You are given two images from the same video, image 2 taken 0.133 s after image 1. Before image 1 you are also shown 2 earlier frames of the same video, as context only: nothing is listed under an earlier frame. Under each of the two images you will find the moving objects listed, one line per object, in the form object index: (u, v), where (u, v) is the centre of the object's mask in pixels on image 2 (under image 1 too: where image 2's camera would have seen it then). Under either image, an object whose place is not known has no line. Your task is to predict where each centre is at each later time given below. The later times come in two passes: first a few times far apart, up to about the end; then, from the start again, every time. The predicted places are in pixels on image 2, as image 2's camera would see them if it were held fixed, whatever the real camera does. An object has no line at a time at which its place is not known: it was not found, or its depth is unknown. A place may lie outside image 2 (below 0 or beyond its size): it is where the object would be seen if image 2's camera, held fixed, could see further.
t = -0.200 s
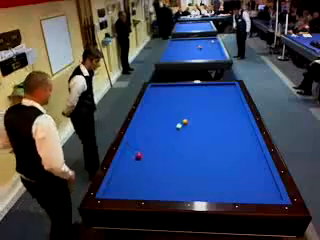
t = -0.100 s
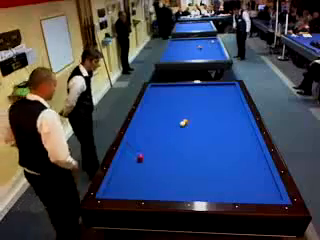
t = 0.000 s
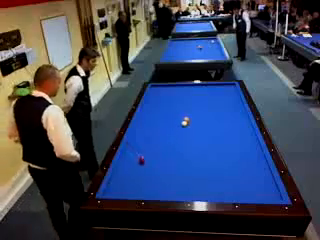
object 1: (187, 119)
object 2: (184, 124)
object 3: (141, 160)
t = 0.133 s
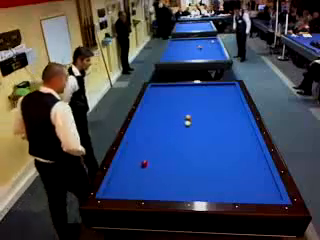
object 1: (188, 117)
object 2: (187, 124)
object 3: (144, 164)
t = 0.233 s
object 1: (188, 116)
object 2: (188, 122)
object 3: (145, 165)
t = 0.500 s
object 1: (192, 113)
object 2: (194, 122)
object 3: (150, 171)
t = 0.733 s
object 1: (195, 110)
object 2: (198, 121)
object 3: (154, 176)
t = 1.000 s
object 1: (198, 108)
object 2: (203, 121)
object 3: (158, 182)
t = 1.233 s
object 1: (200, 105)
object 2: (206, 120)
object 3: (163, 187)
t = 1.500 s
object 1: (201, 101)
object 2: (210, 119)
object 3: (168, 192)
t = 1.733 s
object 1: (202, 99)
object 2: (214, 119)
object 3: (172, 193)
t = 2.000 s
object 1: (204, 96)
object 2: (217, 118)
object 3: (176, 191)
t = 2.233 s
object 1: (205, 94)
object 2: (220, 118)
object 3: (179, 189)
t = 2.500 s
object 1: (206, 92)
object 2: (222, 117)
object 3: (182, 186)
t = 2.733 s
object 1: (208, 90)
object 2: (224, 117)
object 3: (184, 184)
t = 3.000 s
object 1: (210, 89)
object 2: (227, 116)
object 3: (187, 181)
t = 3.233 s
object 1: (210, 87)
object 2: (229, 116)
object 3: (189, 180)
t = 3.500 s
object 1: (211, 86)
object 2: (231, 116)
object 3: (191, 178)
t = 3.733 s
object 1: (212, 84)
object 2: (232, 115)
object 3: (193, 177)
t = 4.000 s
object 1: (213, 84)
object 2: (233, 115)
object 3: (194, 175)
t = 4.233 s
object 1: (214, 85)
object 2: (234, 115)
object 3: (196, 174)
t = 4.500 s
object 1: (214, 86)
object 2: (235, 115)
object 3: (197, 173)
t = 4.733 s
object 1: (215, 86)
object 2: (236, 115)
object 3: (197, 172)
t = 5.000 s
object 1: (215, 86)
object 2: (236, 115)
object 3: (198, 171)
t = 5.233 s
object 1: (216, 87)
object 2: (236, 115)
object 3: (199, 171)
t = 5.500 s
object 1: (217, 88)
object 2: (236, 114)
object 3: (199, 170)
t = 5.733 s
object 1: (217, 88)
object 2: (236, 114)
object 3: (199, 170)
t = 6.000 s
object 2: (236, 114)
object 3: (200, 170)
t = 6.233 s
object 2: (236, 115)
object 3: (199, 170)
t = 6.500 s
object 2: (236, 114)
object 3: (199, 170)
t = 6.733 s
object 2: (236, 114)
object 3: (199, 170)
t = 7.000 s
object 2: (236, 114)
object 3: (199, 170)
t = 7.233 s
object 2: (236, 114)
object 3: (199, 170)
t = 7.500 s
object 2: (236, 114)
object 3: (199, 170)
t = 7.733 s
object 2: (236, 114)
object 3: (200, 169)
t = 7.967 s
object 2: (236, 114)
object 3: (200, 169)
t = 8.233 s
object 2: (236, 114)
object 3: (200, 169)
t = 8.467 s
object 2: (236, 114)
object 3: (200, 169)
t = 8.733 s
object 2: (236, 114)
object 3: (200, 169)
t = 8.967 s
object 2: (236, 114)
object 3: (200, 169)
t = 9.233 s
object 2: (236, 114)
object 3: (200, 169)
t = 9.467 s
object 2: (236, 114)
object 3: (199, 169)
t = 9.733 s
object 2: (236, 114)
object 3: (200, 169)
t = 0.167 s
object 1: (188, 117)
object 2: (187, 123)
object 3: (144, 164)
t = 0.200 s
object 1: (188, 117)
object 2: (188, 123)
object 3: (145, 165)
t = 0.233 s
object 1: (188, 116)
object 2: (188, 122)
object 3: (145, 165)
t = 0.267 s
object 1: (189, 116)
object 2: (189, 122)
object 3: (145, 166)
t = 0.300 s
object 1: (190, 116)
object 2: (190, 122)
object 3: (146, 166)
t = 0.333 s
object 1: (190, 116)
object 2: (190, 122)
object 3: (147, 168)
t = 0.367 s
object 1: (190, 115)
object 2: (191, 122)
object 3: (148, 168)
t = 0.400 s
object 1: (191, 115)
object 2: (192, 122)
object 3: (148, 169)
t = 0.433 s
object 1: (192, 114)
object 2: (193, 122)
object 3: (149, 169)
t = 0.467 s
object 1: (192, 114)
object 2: (193, 122)
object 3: (149, 170)
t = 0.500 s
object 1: (192, 113)
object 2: (194, 122)
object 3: (150, 171)
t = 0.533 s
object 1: (192, 112)
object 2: (194, 122)
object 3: (151, 171)
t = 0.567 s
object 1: (193, 112)
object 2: (195, 122)
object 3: (151, 172)
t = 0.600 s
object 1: (193, 111)
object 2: (196, 122)
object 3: (152, 173)
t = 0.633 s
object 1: (194, 111)
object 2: (196, 121)
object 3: (152, 173)
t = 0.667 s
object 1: (194, 111)
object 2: (197, 121)
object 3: (153, 174)
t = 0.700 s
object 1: (195, 110)
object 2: (198, 121)
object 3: (153, 175)
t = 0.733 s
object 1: (195, 110)
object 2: (198, 121)
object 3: (154, 176)
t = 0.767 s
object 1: (195, 110)
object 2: (199, 121)
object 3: (154, 176)
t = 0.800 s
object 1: (195, 109)
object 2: (199, 121)
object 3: (155, 177)
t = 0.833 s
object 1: (195, 109)
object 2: (200, 121)
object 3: (155, 178)
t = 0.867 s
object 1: (196, 109)
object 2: (200, 121)
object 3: (156, 179)
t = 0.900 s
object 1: (197, 109)
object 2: (201, 121)
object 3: (156, 180)
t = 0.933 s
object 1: (197, 108)
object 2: (202, 121)
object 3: (158, 181)
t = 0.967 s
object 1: (198, 108)
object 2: (202, 121)
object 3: (158, 181)
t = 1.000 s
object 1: (198, 108)
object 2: (203, 121)
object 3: (158, 182)
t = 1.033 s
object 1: (198, 107)
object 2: (203, 121)
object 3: (159, 183)
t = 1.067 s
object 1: (198, 107)
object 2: (204, 120)
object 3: (159, 183)
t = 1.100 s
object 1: (199, 107)
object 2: (204, 120)
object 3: (160, 184)
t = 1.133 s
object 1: (199, 107)
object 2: (204, 120)
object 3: (161, 185)
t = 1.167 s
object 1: (199, 106)
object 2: (205, 120)
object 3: (161, 186)
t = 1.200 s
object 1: (199, 106)
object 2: (205, 120)
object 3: (162, 186)
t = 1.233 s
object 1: (200, 105)
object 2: (206, 120)
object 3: (163, 187)
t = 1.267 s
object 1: (200, 105)
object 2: (206, 120)
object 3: (163, 188)
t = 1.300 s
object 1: (200, 105)
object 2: (207, 120)
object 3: (164, 188)
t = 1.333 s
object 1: (200, 104)
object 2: (208, 120)
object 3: (164, 189)
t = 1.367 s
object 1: (199, 102)
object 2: (208, 120)
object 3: (165, 189)
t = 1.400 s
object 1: (200, 102)
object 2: (209, 120)
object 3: (166, 190)
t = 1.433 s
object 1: (200, 102)
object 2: (209, 119)
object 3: (166, 191)
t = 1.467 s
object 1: (200, 101)
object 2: (210, 119)
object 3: (167, 191)
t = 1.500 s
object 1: (201, 101)
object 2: (210, 119)
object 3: (168, 192)
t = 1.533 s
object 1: (201, 100)
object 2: (211, 119)
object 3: (168, 193)
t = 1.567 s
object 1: (201, 100)
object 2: (211, 119)
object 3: (169, 194)
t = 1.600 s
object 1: (201, 100)
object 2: (212, 119)
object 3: (170, 194)
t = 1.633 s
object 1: (202, 100)
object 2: (212, 119)
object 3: (170, 194)
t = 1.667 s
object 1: (201, 99)
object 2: (213, 119)
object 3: (170, 194)
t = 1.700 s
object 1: (202, 99)
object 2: (213, 119)
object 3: (171, 194)
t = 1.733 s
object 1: (202, 99)
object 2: (214, 119)
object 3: (172, 193)
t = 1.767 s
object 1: (202, 99)
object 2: (214, 119)
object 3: (172, 193)
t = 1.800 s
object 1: (203, 98)
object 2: (214, 119)
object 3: (172, 193)
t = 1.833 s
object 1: (203, 98)
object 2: (215, 118)
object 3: (173, 193)
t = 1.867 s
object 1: (203, 97)
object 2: (215, 119)
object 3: (174, 192)
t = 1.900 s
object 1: (203, 97)
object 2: (216, 118)
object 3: (174, 192)
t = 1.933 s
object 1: (204, 97)
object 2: (216, 118)
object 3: (174, 192)
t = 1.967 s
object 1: (204, 97)
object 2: (216, 118)
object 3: (175, 192)
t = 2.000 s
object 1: (204, 96)
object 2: (217, 118)
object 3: (176, 191)
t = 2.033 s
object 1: (204, 96)
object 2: (217, 118)
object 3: (176, 191)
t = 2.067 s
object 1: (204, 96)
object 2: (218, 118)
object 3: (176, 191)
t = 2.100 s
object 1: (204, 95)
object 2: (218, 118)
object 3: (177, 190)
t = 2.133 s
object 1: (205, 95)
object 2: (218, 118)
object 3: (177, 190)
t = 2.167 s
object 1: (205, 95)
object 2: (219, 118)
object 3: (178, 189)
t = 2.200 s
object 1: (205, 95)
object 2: (219, 118)
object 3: (179, 189)
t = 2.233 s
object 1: (205, 94)
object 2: (220, 118)
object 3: (179, 189)
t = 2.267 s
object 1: (205, 94)
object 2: (220, 118)
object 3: (179, 188)
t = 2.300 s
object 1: (205, 94)
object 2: (220, 118)
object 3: (180, 188)
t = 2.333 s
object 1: (205, 93)
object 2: (221, 118)
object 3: (180, 188)
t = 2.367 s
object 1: (205, 93)
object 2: (221, 117)
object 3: (180, 187)
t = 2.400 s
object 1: (206, 93)
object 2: (221, 117)
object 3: (181, 187)
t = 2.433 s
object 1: (206, 92)
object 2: (222, 117)
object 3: (181, 187)
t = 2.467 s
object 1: (206, 92)
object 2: (222, 117)
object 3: (182, 186)
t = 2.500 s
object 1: (206, 92)
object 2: (222, 117)
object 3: (182, 186)
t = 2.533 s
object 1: (207, 92)
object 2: (223, 117)
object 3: (182, 185)
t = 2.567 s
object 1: (207, 92)
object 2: (223, 117)
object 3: (183, 186)
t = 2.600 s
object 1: (207, 91)
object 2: (223, 117)
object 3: (183, 185)
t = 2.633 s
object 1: (207, 91)
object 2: (224, 117)
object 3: (184, 184)
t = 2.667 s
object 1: (208, 91)
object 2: (224, 117)
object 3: (184, 184)
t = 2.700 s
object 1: (208, 91)
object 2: (224, 117)
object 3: (184, 184)
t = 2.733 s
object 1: (208, 90)
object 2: (224, 117)
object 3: (184, 184)
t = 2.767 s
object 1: (208, 90)
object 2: (225, 117)
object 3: (185, 183)
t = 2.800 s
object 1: (208, 90)
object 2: (225, 117)
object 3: (185, 183)
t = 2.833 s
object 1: (208, 90)
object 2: (226, 116)
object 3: (186, 183)
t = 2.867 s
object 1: (208, 90)
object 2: (226, 116)
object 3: (186, 183)
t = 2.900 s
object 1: (209, 89)
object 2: (226, 116)
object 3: (186, 182)
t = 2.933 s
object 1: (209, 89)
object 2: (226, 117)
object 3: (187, 182)
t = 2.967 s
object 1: (209, 89)
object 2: (227, 116)
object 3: (187, 182)
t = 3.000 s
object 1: (210, 89)
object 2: (227, 116)
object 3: (187, 181)
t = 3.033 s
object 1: (210, 88)
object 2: (227, 116)
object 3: (187, 181)
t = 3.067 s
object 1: (209, 88)
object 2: (227, 116)
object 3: (188, 181)
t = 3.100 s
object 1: (210, 88)
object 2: (228, 116)
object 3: (188, 180)
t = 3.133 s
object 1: (210, 88)
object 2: (228, 116)
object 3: (188, 180)
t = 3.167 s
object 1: (210, 87)
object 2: (228, 116)
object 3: (188, 180)
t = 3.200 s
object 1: (210, 87)
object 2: (228, 116)
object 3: (188, 180)
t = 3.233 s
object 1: (210, 87)
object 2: (229, 116)
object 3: (189, 180)
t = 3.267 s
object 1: (210, 87)
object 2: (229, 116)
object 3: (189, 179)
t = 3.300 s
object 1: (210, 87)
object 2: (229, 116)
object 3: (190, 179)
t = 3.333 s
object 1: (211, 86)
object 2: (229, 116)
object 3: (190, 179)
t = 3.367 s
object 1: (211, 86)
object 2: (230, 116)
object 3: (190, 179)
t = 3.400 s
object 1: (211, 86)
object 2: (230, 116)
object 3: (190, 179)
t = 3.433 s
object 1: (211, 86)
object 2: (230, 116)
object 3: (191, 179)
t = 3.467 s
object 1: (211, 86)
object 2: (230, 116)
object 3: (191, 178)
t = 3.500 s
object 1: (211, 86)
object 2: (231, 116)
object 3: (191, 178)
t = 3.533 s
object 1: (211, 86)
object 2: (231, 116)
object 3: (191, 178)
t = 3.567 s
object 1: (212, 85)
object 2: (231, 116)
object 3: (192, 178)
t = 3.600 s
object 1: (212, 85)
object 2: (231, 116)
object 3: (192, 178)
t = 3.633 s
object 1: (212, 85)
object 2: (231, 116)
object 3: (192, 177)
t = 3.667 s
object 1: (212, 85)
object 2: (231, 116)
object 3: (192, 177)
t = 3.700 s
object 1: (212, 84)
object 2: (232, 116)
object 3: (193, 177)
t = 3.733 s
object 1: (212, 84)
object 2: (232, 115)
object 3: (193, 177)
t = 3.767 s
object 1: (212, 84)
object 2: (232, 116)
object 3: (193, 176)
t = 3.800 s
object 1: (212, 84)
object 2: (232, 116)
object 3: (193, 176)
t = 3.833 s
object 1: (212, 84)
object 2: (233, 115)
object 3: (194, 176)
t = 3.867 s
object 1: (212, 84)
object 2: (233, 115)
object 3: (194, 176)
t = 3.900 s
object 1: (212, 84)
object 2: (233, 115)
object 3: (194, 176)
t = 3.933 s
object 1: (213, 84)
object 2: (233, 115)
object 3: (194, 175)
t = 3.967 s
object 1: (213, 84)
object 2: (233, 115)
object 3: (194, 175)
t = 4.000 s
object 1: (213, 84)
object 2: (233, 115)
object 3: (194, 175)
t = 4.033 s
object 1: (213, 84)
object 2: (234, 115)
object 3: (195, 175)
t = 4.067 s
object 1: (213, 85)
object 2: (234, 115)
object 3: (195, 175)
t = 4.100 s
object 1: (213, 85)
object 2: (234, 115)
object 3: (195, 174)
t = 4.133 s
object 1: (213, 85)
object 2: (234, 115)
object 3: (195, 174)
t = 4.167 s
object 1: (213, 85)
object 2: (234, 115)
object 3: (195, 174)
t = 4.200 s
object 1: (214, 85)
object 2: (234, 115)
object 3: (196, 174)
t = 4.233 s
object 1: (214, 85)
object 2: (234, 115)
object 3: (196, 174)
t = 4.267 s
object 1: (214, 85)
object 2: (234, 115)
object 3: (196, 174)
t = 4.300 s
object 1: (214, 85)
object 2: (234, 115)
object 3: (196, 173)
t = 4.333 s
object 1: (214, 85)
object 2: (234, 115)
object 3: (196, 173)
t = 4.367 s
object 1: (214, 85)
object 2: (235, 115)
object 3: (196, 173)
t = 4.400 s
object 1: (214, 85)
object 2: (235, 115)
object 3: (196, 173)
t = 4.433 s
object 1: (214, 86)
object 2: (235, 115)
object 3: (196, 173)
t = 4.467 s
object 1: (214, 86)
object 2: (235, 115)
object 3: (196, 173)
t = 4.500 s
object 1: (214, 86)
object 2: (235, 115)
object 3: (197, 173)
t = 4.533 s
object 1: (214, 86)
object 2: (235, 115)
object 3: (197, 173)
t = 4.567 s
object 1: (214, 86)
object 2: (236, 115)
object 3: (197, 173)
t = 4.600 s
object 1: (214, 86)
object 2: (236, 115)
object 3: (197, 173)
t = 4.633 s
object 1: (215, 86)
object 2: (236, 115)
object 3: (197, 173)
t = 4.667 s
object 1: (215, 86)
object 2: (235, 115)
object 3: (197, 172)
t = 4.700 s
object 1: (215, 86)
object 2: (235, 115)
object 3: (197, 172)
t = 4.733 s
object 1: (215, 86)
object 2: (236, 115)
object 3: (197, 172)
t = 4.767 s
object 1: (215, 86)
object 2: (236, 115)
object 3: (197, 172)
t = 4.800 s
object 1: (215, 86)
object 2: (236, 115)
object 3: (197, 172)
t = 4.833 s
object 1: (215, 86)
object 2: (236, 115)
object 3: (198, 172)
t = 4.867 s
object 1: (215, 86)
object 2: (236, 115)
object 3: (198, 172)
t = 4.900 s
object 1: (215, 86)
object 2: (236, 115)
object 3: (198, 172)
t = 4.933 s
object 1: (215, 86)
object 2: (236, 115)
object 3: (198, 172)
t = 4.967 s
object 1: (215, 86)
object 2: (236, 115)
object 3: (198, 172)
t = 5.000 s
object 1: (215, 86)
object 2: (236, 115)
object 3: (198, 171)
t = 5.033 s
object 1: (216, 86)
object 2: (236, 115)
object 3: (198, 171)
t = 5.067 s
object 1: (216, 86)
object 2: (236, 115)
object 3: (198, 171)
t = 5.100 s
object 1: (216, 86)
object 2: (236, 115)
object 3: (198, 171)
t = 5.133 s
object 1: (216, 87)
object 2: (236, 115)
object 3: (198, 171)
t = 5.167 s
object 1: (216, 87)
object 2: (236, 115)
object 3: (198, 171)
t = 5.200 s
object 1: (216, 87)
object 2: (236, 115)
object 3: (199, 171)
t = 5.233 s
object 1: (216, 87)
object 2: (236, 115)
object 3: (199, 171)
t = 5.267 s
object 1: (216, 87)
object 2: (236, 115)
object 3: (199, 171)
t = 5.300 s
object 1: (216, 87)
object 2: (236, 115)
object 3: (199, 171)
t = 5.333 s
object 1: (216, 87)
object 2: (236, 115)
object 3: (199, 171)
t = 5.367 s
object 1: (216, 87)
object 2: (236, 115)
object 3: (199, 171)
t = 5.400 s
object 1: (216, 87)
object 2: (236, 115)
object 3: (199, 171)
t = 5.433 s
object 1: (216, 87)
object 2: (236, 115)
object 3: (199, 171)
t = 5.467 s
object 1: (216, 87)
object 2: (236, 115)
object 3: (199, 170)
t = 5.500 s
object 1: (217, 88)
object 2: (236, 114)
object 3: (199, 170)
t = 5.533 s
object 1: (217, 88)
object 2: (236, 114)
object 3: (199, 170)
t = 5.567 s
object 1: (217, 88)
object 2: (236, 114)
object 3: (199, 170)
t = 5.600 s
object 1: (217, 88)
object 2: (236, 114)
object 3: (199, 170)
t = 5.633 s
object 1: (217, 88)
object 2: (236, 114)
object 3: (199, 170)
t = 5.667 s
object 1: (217, 88)
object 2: (236, 114)
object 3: (199, 170)
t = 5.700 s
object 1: (217, 88)
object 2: (236, 114)
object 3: (199, 170)
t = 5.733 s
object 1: (217, 88)
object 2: (236, 114)
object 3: (199, 170)
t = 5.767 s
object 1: (217, 89)
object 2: (236, 114)
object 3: (199, 170)
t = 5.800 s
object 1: (217, 88)
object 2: (236, 114)
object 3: (199, 170)
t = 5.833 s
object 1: (217, 88)
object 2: (236, 114)
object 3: (199, 170)
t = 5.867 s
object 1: (217, 89)
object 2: (236, 114)
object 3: (199, 170)
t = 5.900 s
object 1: (217, 89)
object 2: (236, 114)
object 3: (199, 170)
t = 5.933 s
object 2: (236, 114)
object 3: (199, 170)
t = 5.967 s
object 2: (236, 114)
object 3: (199, 170)
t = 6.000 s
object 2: (236, 114)
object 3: (200, 170)
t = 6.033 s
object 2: (236, 114)
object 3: (199, 170)
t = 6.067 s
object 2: (236, 114)
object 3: (200, 170)
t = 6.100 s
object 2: (236, 114)
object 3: (199, 170)
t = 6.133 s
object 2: (236, 115)
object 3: (199, 170)
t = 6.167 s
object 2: (236, 115)
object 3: (199, 170)
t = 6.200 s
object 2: (236, 115)
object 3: (199, 170)
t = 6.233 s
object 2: (236, 115)
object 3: (199, 170)
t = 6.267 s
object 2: (236, 115)
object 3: (199, 170)
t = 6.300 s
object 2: (236, 115)
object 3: (199, 170)
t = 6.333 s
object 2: (236, 115)
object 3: (199, 170)
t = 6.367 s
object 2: (236, 114)
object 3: (199, 170)
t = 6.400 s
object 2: (236, 114)
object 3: (199, 170)
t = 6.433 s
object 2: (236, 114)
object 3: (199, 170)
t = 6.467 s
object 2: (236, 115)
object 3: (199, 170)
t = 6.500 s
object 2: (236, 114)
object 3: (199, 170)
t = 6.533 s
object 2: (236, 114)
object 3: (199, 170)
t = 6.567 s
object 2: (236, 114)
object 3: (199, 170)
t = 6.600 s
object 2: (236, 114)
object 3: (199, 170)
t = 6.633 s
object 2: (236, 114)
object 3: (199, 170)
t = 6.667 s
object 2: (236, 114)
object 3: (199, 170)
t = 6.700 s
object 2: (236, 114)
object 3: (199, 170)
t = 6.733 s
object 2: (236, 114)
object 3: (199, 170)
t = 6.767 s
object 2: (236, 114)
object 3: (199, 170)
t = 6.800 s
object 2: (236, 114)
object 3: (199, 170)
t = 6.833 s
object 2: (236, 114)
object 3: (199, 170)
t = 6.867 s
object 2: (236, 114)
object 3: (199, 170)
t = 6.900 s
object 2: (236, 114)
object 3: (199, 170)
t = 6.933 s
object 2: (236, 114)
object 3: (199, 170)
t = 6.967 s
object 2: (236, 114)
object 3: (199, 170)
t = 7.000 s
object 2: (236, 114)
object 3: (199, 170)
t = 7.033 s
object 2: (236, 114)
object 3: (199, 170)
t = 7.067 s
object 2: (236, 114)
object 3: (199, 170)
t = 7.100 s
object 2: (236, 114)
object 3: (199, 170)
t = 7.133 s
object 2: (236, 114)
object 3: (199, 170)
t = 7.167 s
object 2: (236, 114)
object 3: (199, 170)
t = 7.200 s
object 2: (236, 114)
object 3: (199, 170)
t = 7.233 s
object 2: (236, 114)
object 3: (199, 170)
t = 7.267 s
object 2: (236, 114)
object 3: (199, 170)
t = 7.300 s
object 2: (236, 114)
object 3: (199, 170)
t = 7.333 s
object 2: (236, 114)
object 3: (199, 170)
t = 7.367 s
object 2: (236, 114)
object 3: (199, 170)
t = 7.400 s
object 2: (236, 114)
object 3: (199, 170)
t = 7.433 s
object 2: (236, 114)
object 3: (199, 170)
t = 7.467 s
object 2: (236, 114)
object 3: (199, 170)
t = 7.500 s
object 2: (236, 114)
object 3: (199, 170)
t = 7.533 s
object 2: (236, 114)
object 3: (200, 169)
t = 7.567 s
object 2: (236, 114)
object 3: (200, 169)
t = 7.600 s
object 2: (236, 114)
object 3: (200, 169)
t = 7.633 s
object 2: (236, 114)
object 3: (199, 169)
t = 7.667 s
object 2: (236, 114)
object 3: (199, 170)
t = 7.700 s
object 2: (236, 114)
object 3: (200, 169)
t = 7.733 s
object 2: (236, 114)
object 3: (200, 169)
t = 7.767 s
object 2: (236, 114)
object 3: (200, 169)
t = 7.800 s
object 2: (236, 114)
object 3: (200, 169)
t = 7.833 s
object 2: (236, 114)
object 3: (200, 169)
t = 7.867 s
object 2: (236, 114)
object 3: (200, 169)
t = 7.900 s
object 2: (236, 114)
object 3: (200, 169)
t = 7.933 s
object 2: (236, 114)
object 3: (200, 169)
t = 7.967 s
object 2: (236, 114)
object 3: (200, 169)
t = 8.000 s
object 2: (236, 114)
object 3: (200, 169)
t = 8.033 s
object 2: (236, 114)
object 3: (200, 169)
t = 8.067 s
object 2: (236, 114)
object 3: (200, 169)
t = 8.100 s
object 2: (236, 114)
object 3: (200, 169)
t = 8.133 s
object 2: (236, 114)
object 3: (200, 169)
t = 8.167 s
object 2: (236, 114)
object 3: (199, 169)
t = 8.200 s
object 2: (236, 114)
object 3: (200, 169)
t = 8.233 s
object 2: (236, 114)
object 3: (200, 169)
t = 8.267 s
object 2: (236, 114)
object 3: (200, 169)
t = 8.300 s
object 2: (236, 114)
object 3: (200, 169)
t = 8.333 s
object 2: (236, 114)
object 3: (200, 169)
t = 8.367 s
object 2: (236, 114)
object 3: (199, 169)
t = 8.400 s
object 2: (236, 114)
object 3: (200, 169)
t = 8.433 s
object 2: (236, 114)
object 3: (199, 169)
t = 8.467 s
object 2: (236, 114)
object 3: (200, 169)
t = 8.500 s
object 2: (236, 114)
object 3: (200, 169)
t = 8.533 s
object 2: (236, 114)
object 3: (199, 169)
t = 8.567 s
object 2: (236, 114)
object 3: (199, 169)
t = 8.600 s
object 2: (236, 114)
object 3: (200, 169)
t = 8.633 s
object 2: (236, 114)
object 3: (200, 169)
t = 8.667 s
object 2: (236, 114)
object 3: (200, 169)
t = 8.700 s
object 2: (236, 114)
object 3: (200, 169)
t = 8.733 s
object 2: (236, 114)
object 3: (200, 169)
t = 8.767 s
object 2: (236, 114)
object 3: (200, 169)
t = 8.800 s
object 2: (236, 114)
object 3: (200, 169)
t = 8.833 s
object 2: (236, 114)
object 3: (200, 169)
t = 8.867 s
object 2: (236, 114)
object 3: (200, 169)
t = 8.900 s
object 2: (236, 114)
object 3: (200, 169)
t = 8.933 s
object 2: (236, 114)
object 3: (199, 169)
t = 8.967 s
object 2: (236, 114)
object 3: (200, 169)
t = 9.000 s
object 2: (236, 114)
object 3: (200, 169)
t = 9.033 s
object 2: (236, 114)
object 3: (200, 169)
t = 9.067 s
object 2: (236, 114)
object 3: (200, 169)
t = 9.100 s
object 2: (236, 114)
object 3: (200, 169)
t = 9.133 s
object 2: (236, 114)
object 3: (200, 169)
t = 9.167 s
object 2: (236, 114)
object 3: (200, 169)
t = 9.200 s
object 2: (236, 114)
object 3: (200, 169)
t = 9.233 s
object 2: (236, 114)
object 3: (200, 169)
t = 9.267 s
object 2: (236, 114)
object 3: (200, 169)
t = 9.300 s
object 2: (236, 114)
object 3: (200, 169)
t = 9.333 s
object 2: (236, 114)
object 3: (200, 169)
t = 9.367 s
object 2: (236, 114)
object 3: (200, 169)
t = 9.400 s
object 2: (236, 114)
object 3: (199, 169)
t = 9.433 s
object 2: (236, 114)
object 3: (199, 169)
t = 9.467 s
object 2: (236, 114)
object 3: (199, 169)
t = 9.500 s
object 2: (236, 114)
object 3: (200, 169)
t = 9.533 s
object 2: (236, 114)
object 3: (200, 169)
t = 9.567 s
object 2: (236, 114)
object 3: (200, 169)
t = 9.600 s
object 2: (236, 114)
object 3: (200, 169)
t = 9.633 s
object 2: (236, 114)
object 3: (200, 169)
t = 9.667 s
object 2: (236, 114)
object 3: (200, 169)
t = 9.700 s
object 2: (236, 114)
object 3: (200, 169)
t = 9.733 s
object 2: (236, 114)
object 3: (200, 169)
